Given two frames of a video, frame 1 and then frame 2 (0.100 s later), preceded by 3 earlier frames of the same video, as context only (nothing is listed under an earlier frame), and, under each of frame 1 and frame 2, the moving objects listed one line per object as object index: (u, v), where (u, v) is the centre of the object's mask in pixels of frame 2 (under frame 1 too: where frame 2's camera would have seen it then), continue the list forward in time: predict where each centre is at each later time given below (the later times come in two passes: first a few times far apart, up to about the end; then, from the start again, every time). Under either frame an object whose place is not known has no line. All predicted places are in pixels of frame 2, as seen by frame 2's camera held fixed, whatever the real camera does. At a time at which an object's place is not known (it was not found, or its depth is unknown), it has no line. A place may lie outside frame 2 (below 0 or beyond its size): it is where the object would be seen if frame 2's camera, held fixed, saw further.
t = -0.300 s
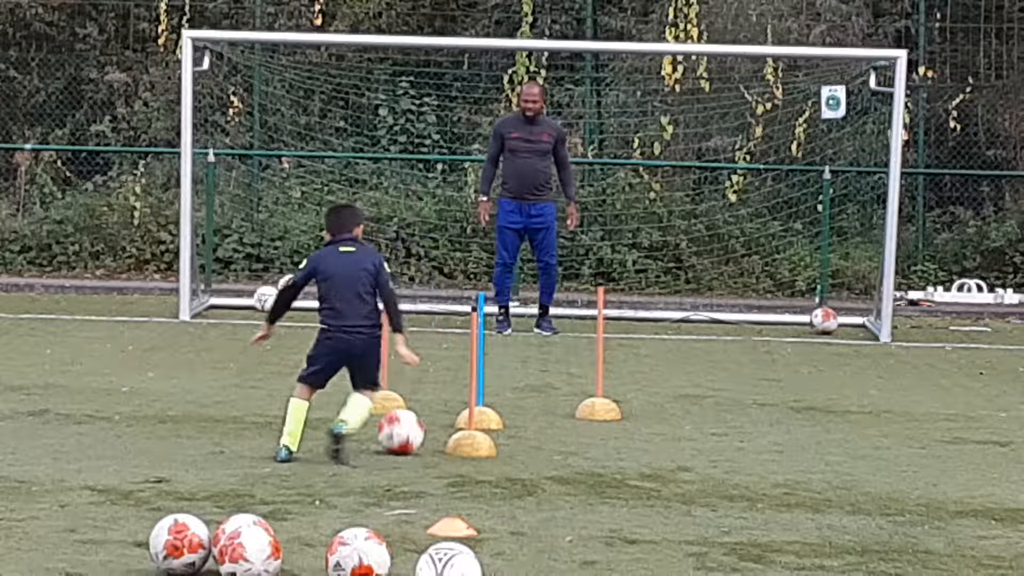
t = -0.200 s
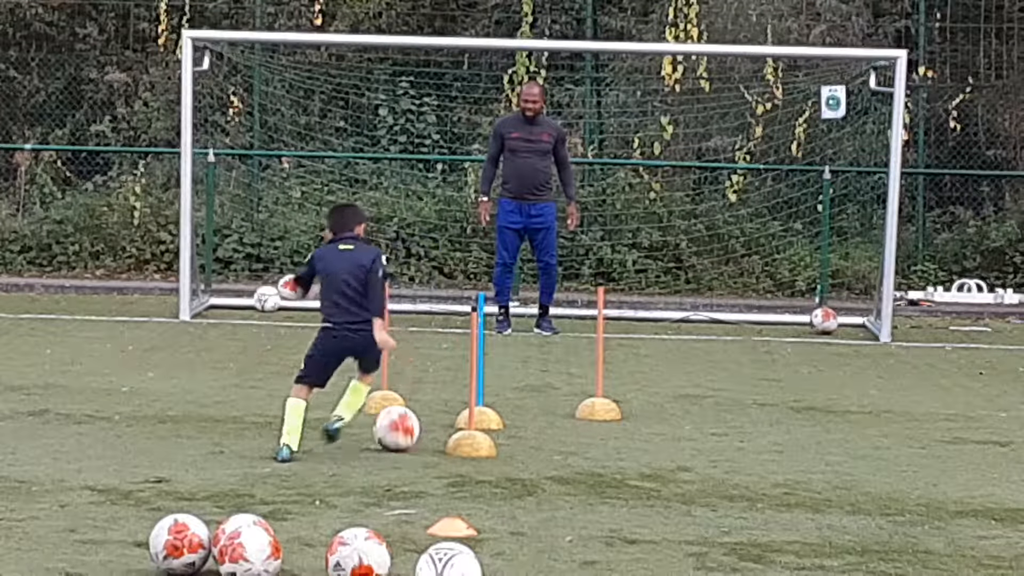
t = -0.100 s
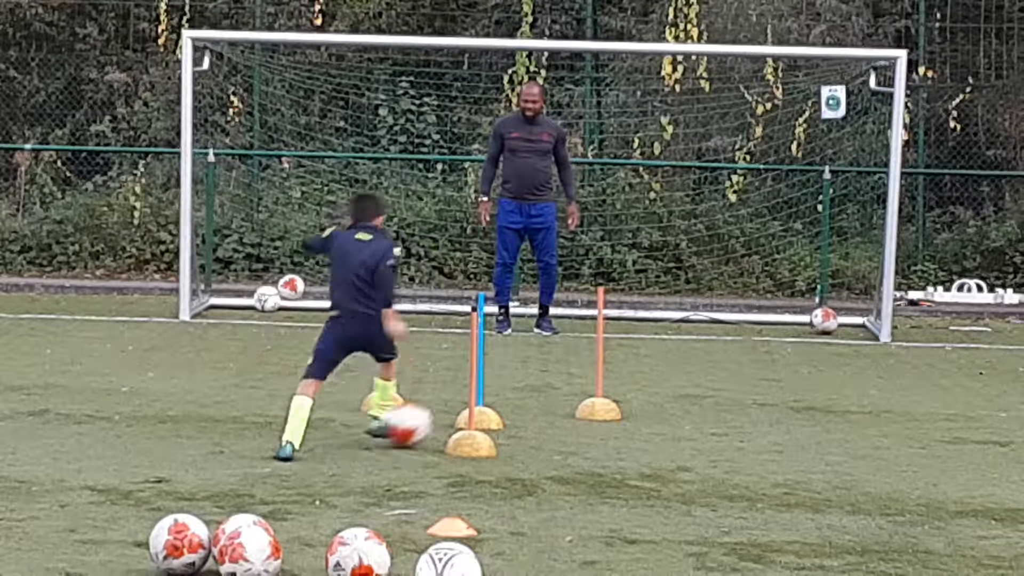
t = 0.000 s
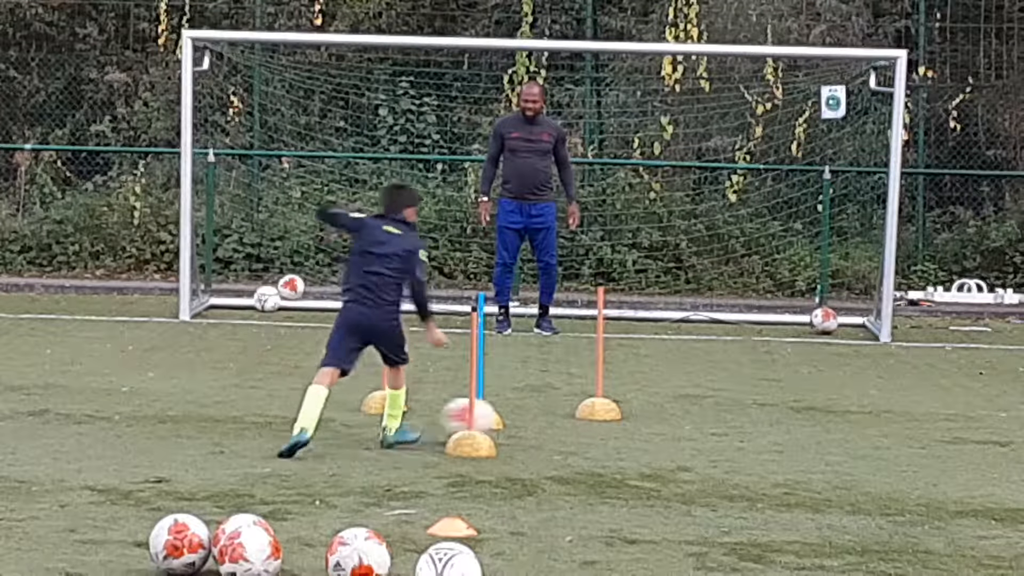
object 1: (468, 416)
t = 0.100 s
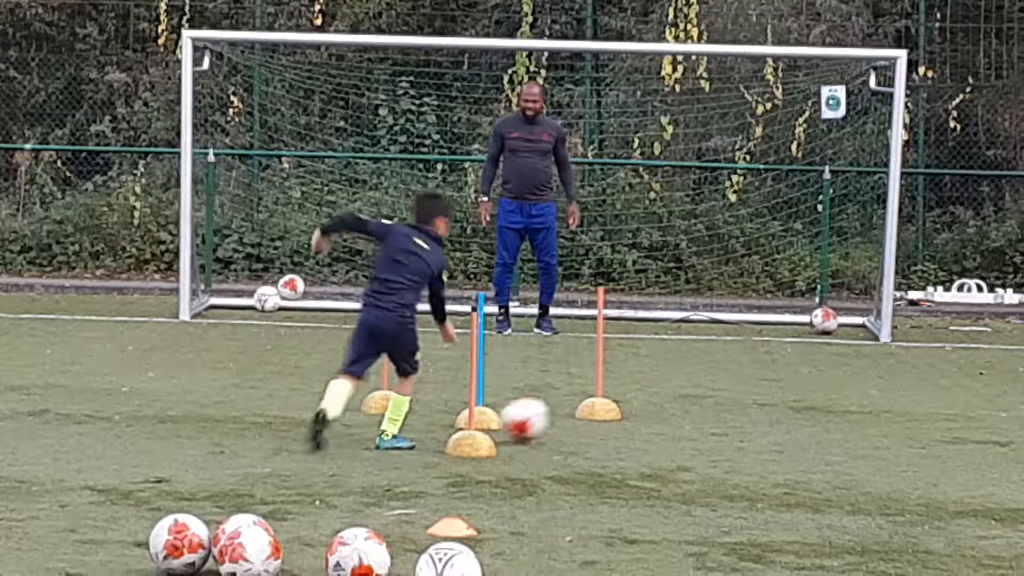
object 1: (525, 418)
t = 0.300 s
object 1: (602, 415)
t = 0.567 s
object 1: (677, 413)
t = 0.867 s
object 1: (753, 407)
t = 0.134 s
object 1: (540, 417)
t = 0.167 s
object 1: (555, 419)
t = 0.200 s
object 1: (569, 422)
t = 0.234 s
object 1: (581, 418)
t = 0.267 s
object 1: (593, 415)
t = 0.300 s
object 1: (602, 415)
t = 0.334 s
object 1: (613, 418)
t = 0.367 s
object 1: (623, 417)
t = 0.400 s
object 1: (634, 415)
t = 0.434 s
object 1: (641, 416)
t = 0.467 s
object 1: (649, 415)
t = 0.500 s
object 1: (658, 415)
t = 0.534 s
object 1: (667, 414)
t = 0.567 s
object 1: (677, 413)
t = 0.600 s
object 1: (686, 413)
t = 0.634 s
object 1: (695, 412)
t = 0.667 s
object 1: (703, 410)
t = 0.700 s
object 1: (712, 410)
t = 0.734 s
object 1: (721, 410)
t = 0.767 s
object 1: (729, 410)
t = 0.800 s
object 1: (737, 409)
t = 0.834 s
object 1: (745, 407)
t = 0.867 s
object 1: (753, 407)
